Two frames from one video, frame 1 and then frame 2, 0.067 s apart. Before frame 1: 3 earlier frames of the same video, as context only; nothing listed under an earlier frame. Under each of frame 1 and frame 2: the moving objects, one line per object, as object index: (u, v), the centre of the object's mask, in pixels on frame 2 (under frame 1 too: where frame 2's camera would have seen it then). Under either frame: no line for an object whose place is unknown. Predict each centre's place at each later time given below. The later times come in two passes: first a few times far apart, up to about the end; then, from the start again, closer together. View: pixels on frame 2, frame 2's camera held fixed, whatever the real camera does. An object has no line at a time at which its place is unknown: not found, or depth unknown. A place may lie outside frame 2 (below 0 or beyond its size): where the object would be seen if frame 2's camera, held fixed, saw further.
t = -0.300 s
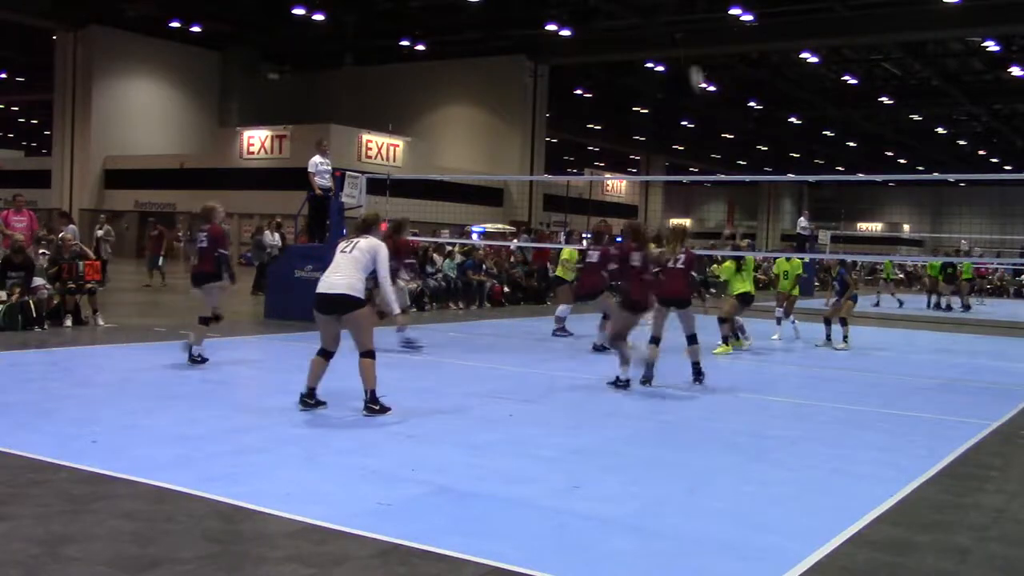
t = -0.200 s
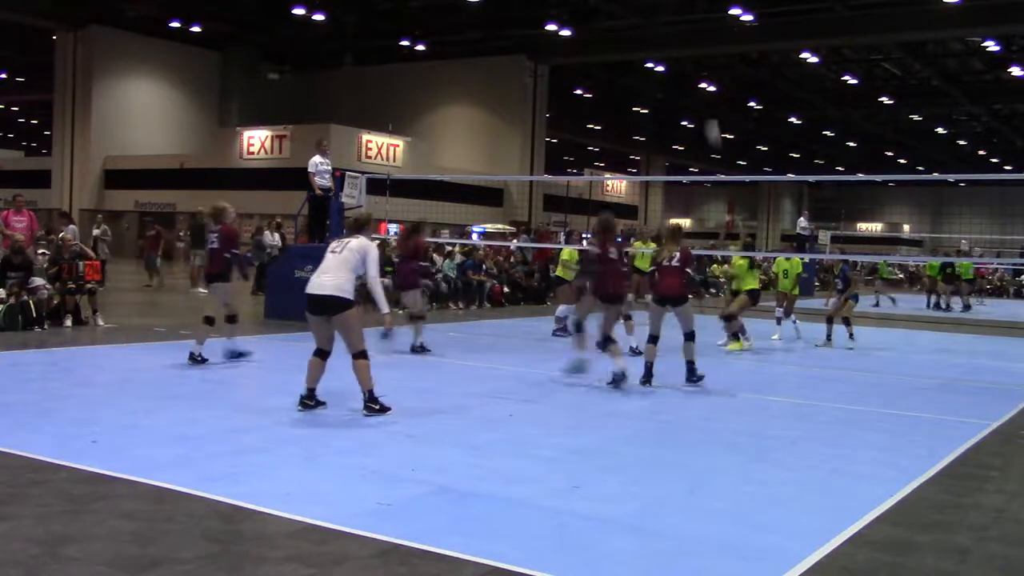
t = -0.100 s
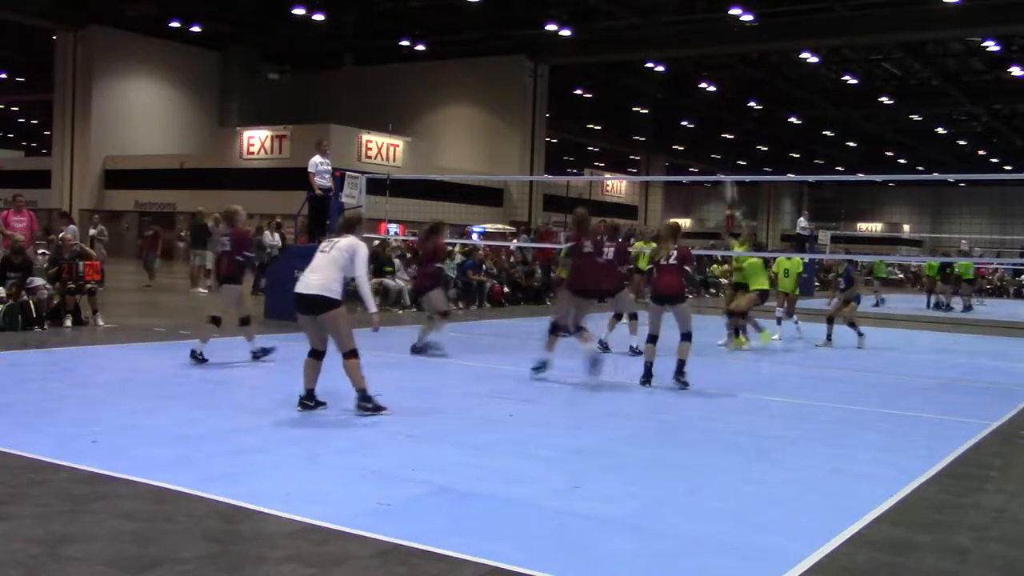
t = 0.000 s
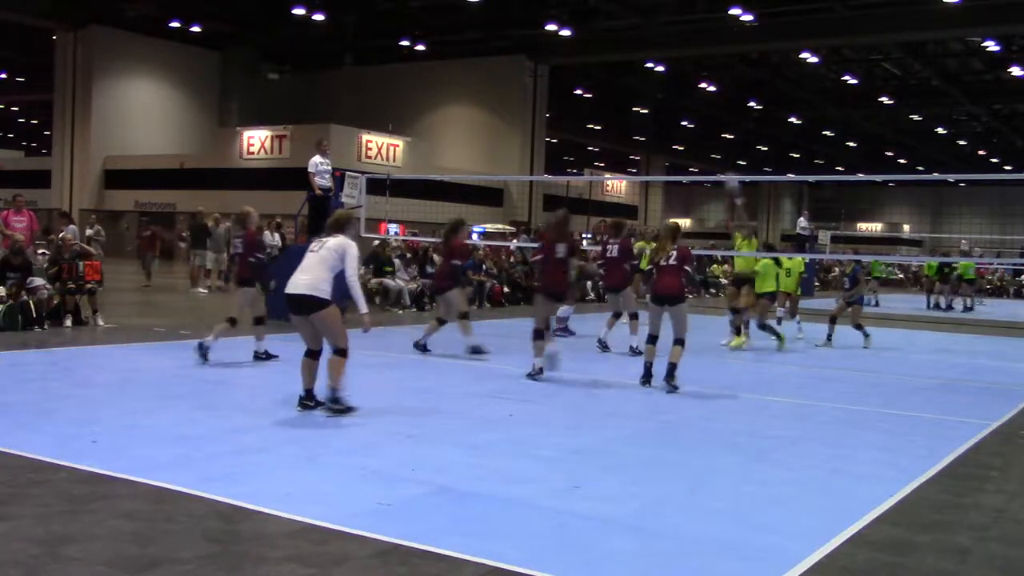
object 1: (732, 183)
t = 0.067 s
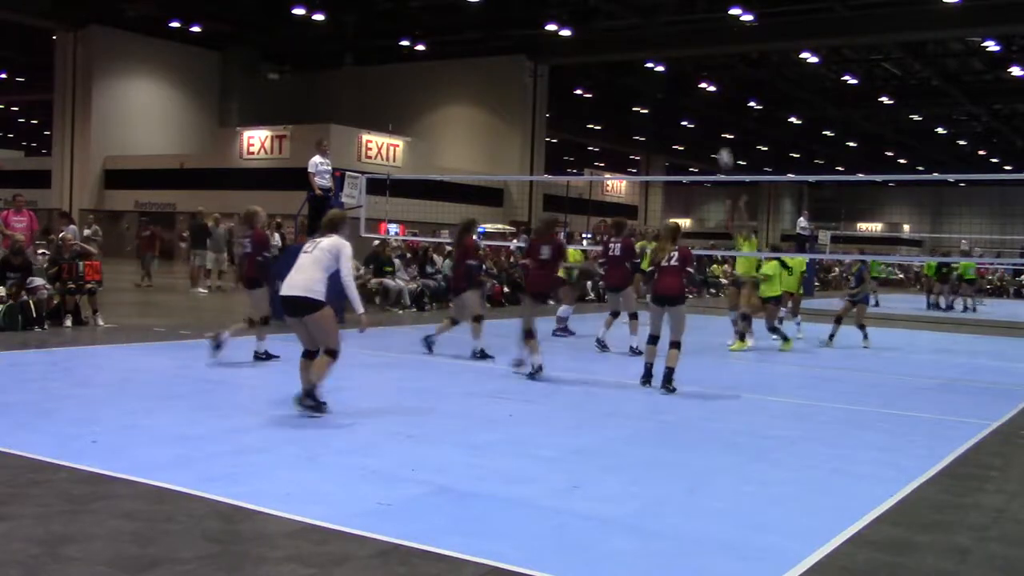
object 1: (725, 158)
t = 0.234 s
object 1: (709, 112)
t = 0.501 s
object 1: (681, 77)
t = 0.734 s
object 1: (656, 86)
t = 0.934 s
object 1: (633, 124)
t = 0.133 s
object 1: (719, 137)
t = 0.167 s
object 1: (716, 128)
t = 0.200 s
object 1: (713, 119)
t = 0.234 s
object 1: (709, 112)
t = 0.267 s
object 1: (706, 105)
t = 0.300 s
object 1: (702, 98)
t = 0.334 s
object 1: (698, 93)
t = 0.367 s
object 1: (695, 88)
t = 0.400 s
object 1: (691, 84)
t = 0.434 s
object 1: (689, 81)
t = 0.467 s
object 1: (685, 78)
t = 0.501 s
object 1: (681, 77)
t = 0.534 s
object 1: (678, 76)
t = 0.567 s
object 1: (674, 76)
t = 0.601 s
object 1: (670, 76)
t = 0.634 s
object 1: (667, 77)
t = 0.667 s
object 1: (663, 79)
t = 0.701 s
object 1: (660, 82)
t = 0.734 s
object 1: (656, 86)
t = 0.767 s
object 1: (653, 91)
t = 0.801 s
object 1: (649, 95)
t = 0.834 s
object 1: (646, 101)
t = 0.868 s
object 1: (642, 108)
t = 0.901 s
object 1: (636, 118)
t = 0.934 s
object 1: (633, 124)
